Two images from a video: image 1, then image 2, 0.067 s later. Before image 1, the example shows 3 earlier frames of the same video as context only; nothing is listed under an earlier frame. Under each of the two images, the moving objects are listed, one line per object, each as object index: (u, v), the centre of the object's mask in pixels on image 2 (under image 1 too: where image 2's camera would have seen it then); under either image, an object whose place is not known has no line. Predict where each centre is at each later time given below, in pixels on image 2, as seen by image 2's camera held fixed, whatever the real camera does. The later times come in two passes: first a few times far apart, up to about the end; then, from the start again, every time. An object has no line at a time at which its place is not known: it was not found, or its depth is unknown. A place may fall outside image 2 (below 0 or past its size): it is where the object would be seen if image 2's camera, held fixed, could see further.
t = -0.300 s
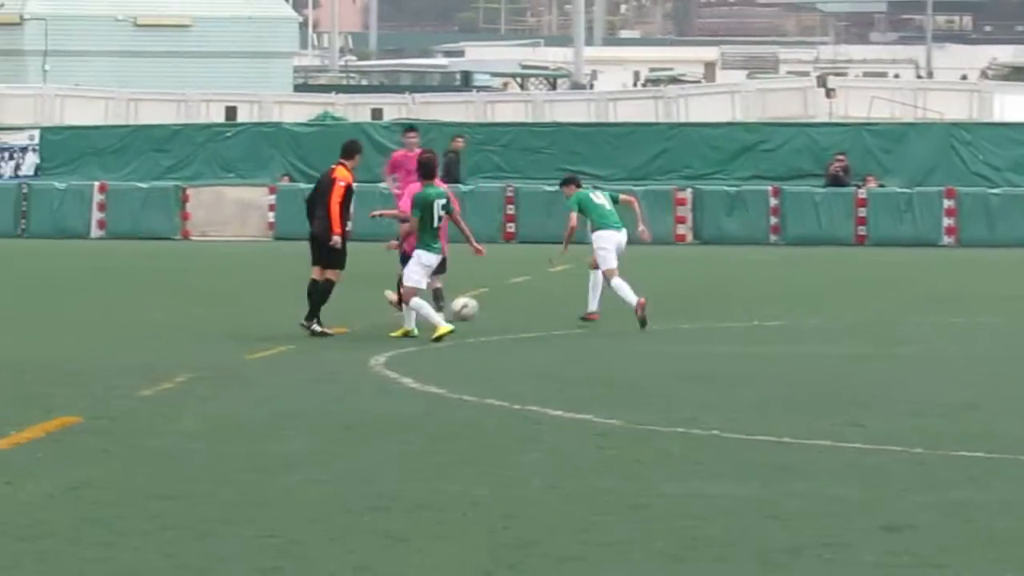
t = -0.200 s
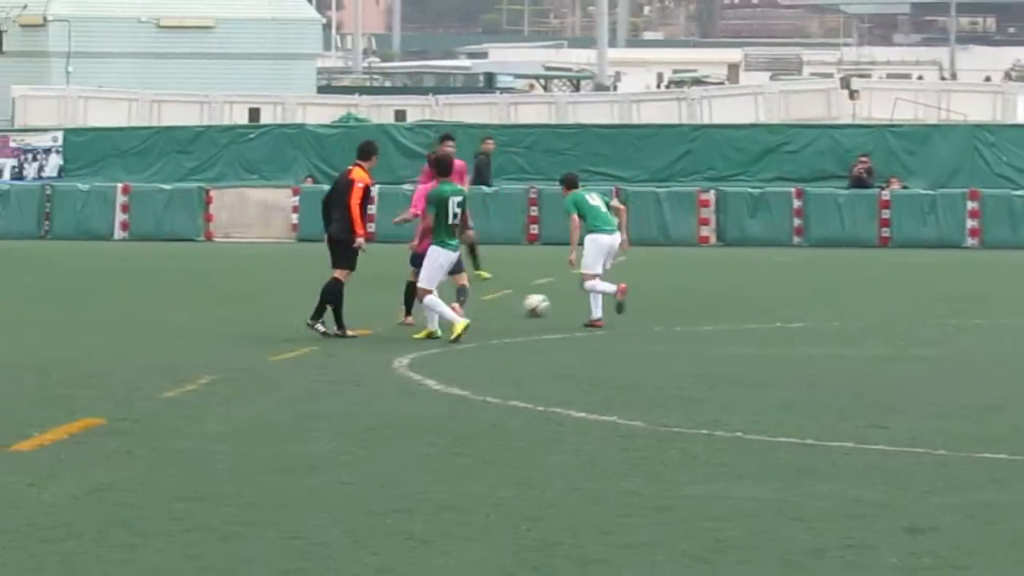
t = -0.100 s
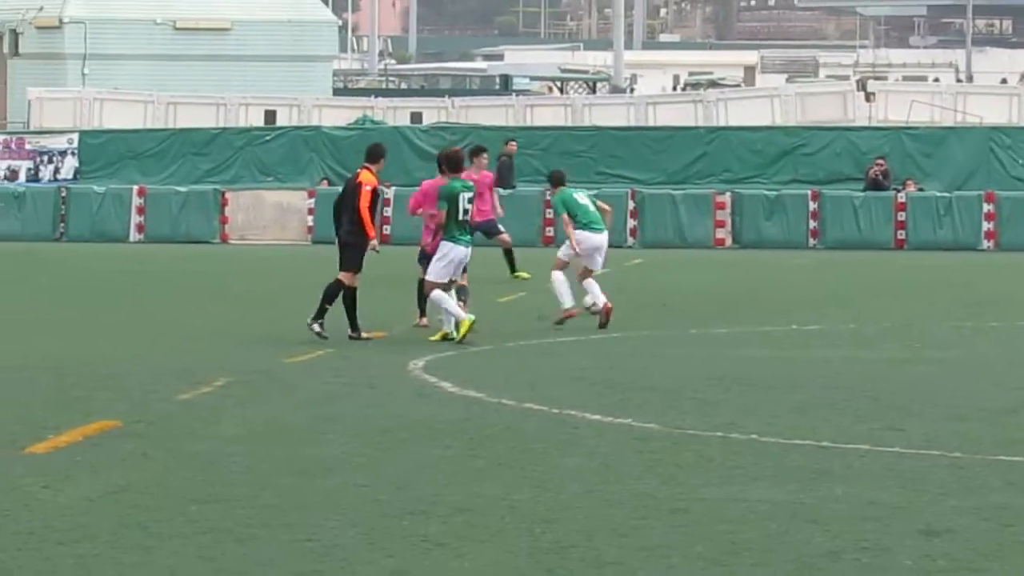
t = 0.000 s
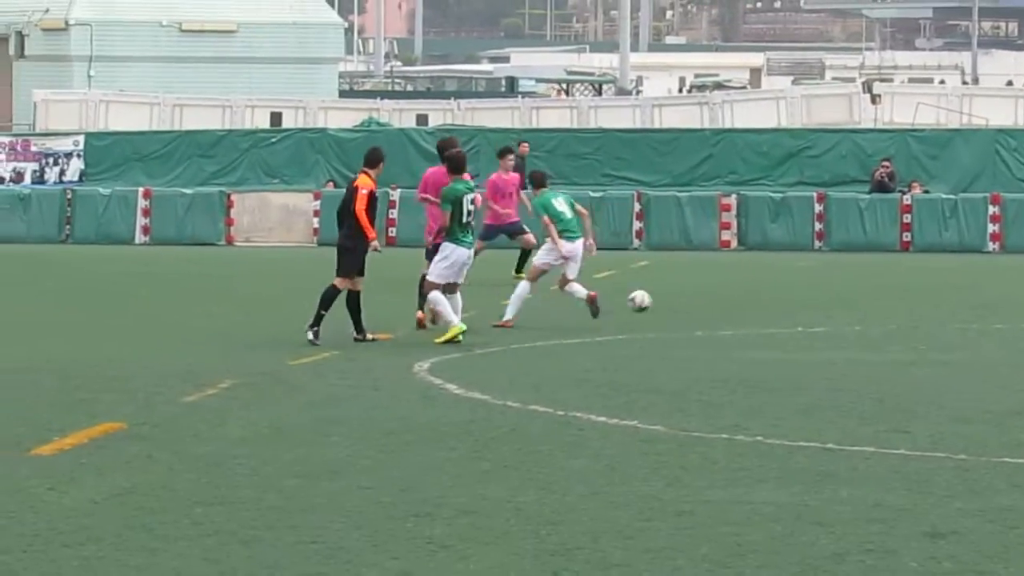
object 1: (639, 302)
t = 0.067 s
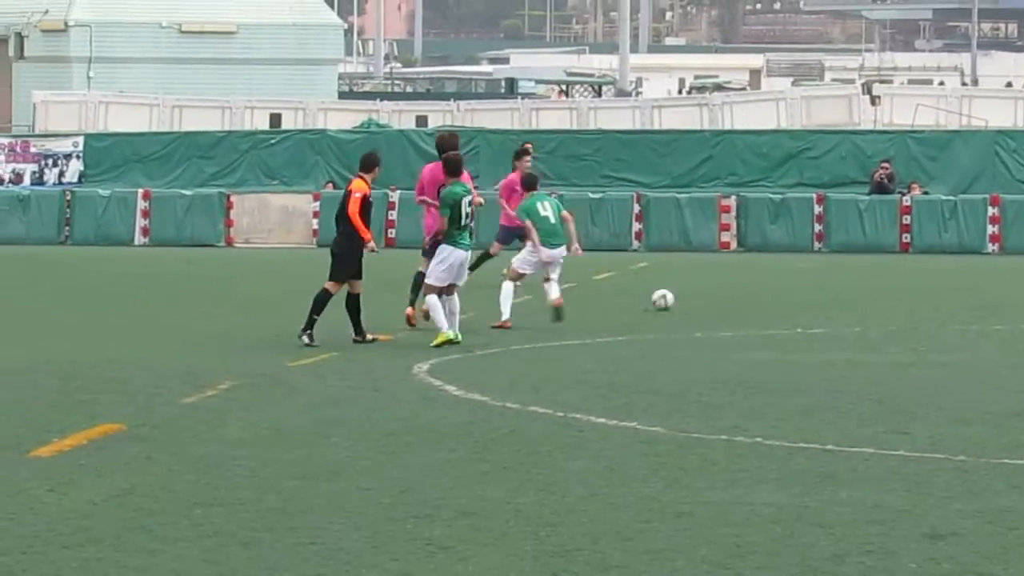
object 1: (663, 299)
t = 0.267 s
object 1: (723, 293)
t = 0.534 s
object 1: (784, 286)
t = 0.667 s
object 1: (807, 282)
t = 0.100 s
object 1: (674, 298)
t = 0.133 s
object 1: (684, 297)
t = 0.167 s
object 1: (694, 296)
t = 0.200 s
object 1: (704, 295)
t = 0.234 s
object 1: (713, 294)
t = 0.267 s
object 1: (723, 293)
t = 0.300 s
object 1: (731, 292)
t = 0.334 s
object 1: (739, 291)
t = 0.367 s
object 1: (747, 289)
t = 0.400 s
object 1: (755, 289)
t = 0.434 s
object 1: (763, 288)
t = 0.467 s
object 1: (770, 288)
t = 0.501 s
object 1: (777, 286)
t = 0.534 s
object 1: (784, 286)
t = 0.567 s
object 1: (789, 285)
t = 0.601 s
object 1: (796, 284)
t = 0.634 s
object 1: (802, 283)
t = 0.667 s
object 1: (807, 282)
